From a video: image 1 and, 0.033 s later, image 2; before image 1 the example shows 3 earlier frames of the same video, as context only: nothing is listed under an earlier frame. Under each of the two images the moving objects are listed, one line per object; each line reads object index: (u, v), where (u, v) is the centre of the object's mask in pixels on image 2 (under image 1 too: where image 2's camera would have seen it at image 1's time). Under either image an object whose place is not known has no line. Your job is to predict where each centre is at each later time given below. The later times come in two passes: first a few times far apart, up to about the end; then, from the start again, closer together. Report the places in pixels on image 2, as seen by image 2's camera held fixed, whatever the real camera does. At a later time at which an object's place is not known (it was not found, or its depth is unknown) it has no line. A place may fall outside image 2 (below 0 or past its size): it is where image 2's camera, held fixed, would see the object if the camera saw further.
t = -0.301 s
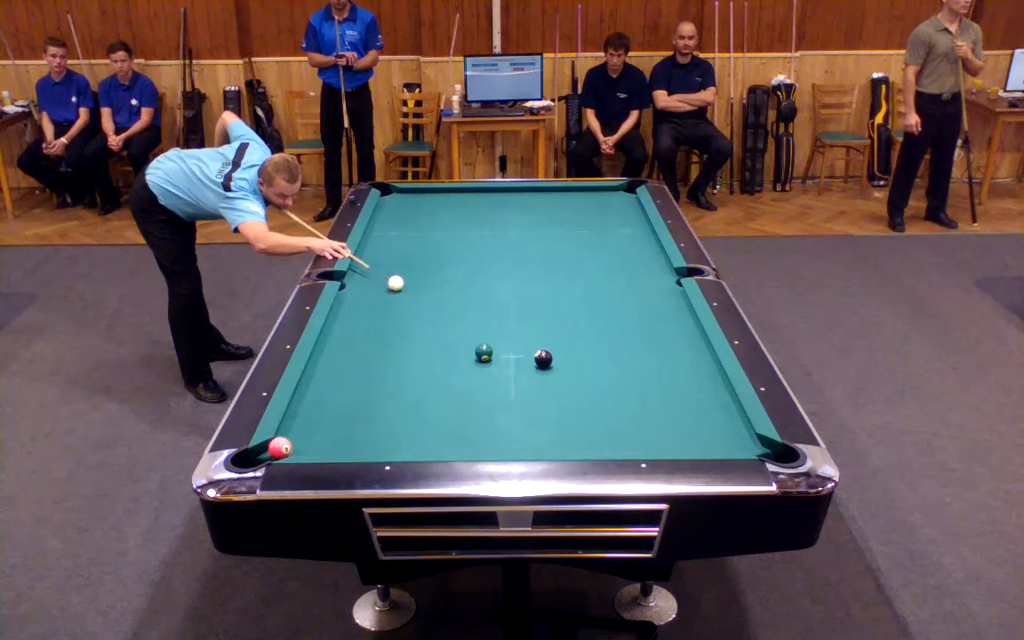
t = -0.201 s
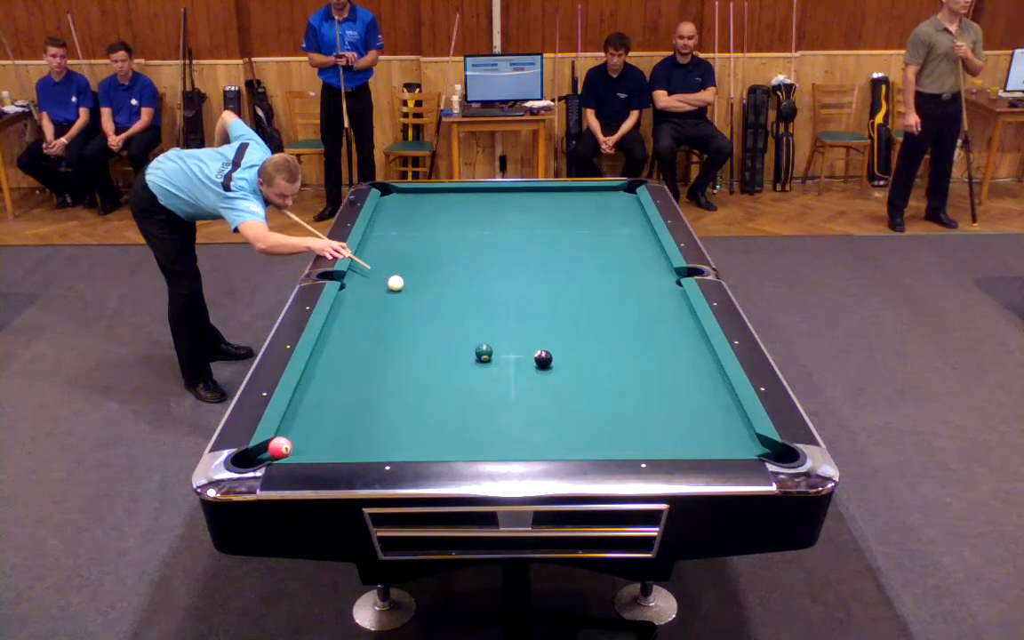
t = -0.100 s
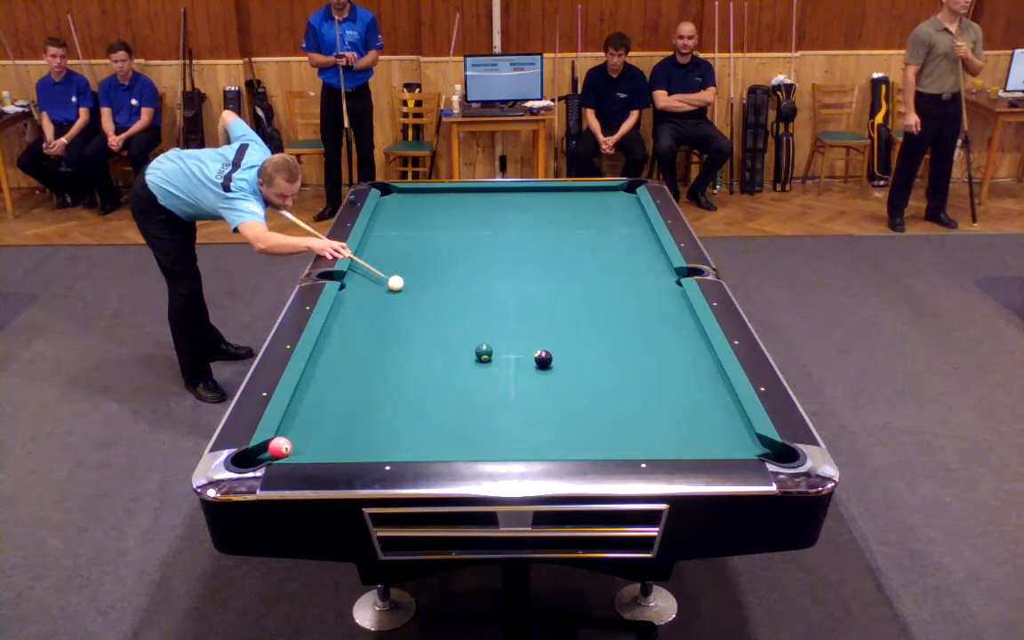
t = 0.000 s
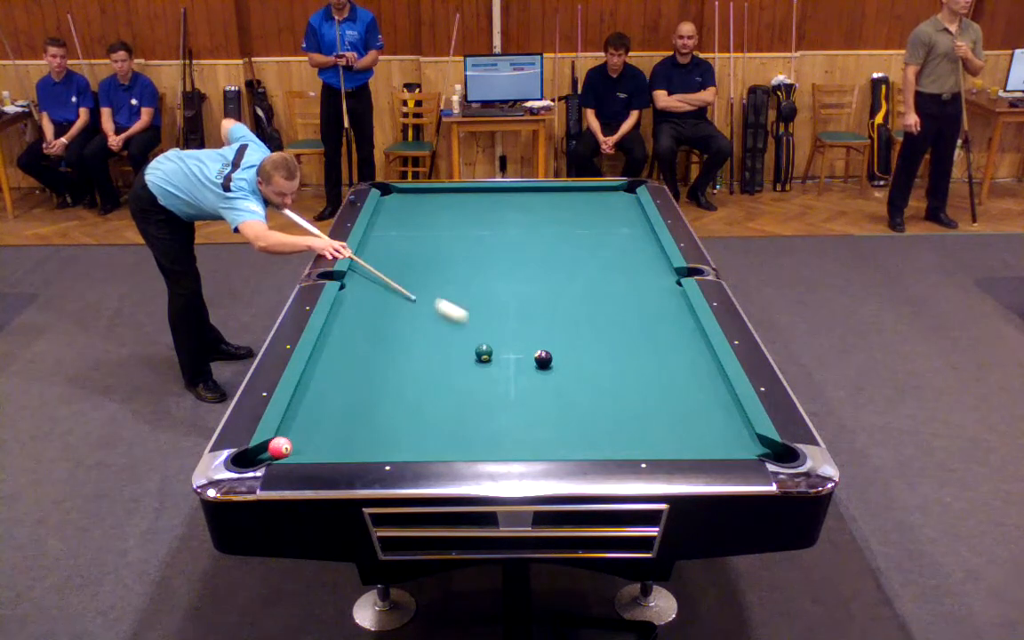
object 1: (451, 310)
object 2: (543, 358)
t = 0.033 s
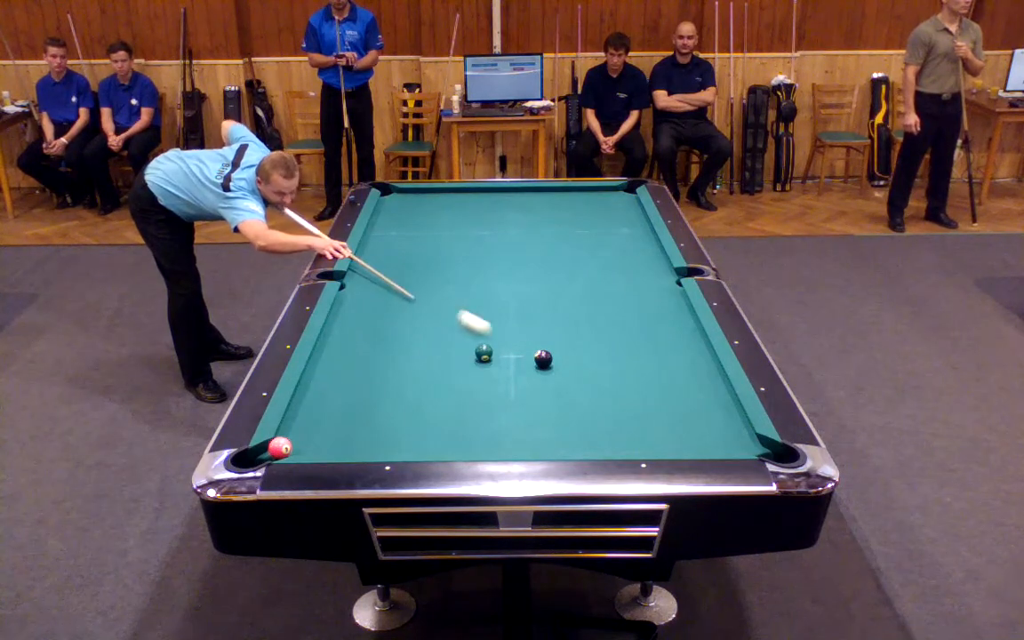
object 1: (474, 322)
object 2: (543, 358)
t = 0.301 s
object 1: (528, 360)
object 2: (720, 439)
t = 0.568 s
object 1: (526, 370)
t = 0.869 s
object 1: (525, 380)
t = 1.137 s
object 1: (524, 389)
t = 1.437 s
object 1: (523, 398)
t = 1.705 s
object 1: (522, 405)
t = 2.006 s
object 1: (521, 411)
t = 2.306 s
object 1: (521, 417)
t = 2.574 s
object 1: (522, 420)
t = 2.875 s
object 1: (522, 422)
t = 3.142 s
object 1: (522, 423)
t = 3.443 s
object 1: (523, 424)
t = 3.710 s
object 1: (523, 424)
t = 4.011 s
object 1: (523, 424)
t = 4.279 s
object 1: (523, 424)
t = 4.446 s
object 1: (523, 424)
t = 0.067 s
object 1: (498, 334)
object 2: (543, 358)
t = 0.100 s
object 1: (521, 347)
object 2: (543, 359)
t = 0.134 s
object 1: (529, 354)
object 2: (563, 367)
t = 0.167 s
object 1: (529, 355)
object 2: (592, 381)
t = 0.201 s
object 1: (529, 356)
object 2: (621, 393)
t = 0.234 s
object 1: (528, 358)
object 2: (654, 407)
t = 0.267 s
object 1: (528, 359)
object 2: (686, 422)
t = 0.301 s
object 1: (528, 360)
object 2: (720, 439)
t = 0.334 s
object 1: (527, 361)
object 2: (758, 449)
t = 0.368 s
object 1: (527, 363)
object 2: (782, 460)
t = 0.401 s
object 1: (527, 364)
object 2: (785, 459)
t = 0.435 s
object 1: (527, 365)
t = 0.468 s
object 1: (527, 366)
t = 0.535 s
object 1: (527, 369)
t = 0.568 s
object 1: (526, 370)
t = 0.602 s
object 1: (526, 371)
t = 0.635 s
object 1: (526, 372)
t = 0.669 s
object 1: (526, 374)
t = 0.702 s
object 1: (526, 375)
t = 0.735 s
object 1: (526, 376)
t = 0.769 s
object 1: (525, 377)
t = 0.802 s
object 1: (525, 378)
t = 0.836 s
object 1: (525, 380)
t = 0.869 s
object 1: (525, 380)
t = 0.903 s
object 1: (525, 382)
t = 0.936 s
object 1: (524, 383)
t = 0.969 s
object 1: (524, 384)
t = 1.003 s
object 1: (524, 385)
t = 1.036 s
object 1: (524, 386)
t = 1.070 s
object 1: (524, 387)
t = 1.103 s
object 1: (524, 388)
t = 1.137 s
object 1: (524, 389)
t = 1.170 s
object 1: (524, 390)
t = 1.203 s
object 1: (524, 391)
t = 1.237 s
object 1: (523, 392)
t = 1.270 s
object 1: (523, 393)
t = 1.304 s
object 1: (523, 394)
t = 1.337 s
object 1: (523, 395)
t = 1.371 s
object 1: (523, 396)
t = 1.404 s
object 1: (523, 397)
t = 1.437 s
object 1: (523, 398)
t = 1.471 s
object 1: (523, 399)
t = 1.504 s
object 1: (523, 400)
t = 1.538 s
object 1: (522, 401)
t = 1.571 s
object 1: (522, 402)
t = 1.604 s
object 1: (522, 402)
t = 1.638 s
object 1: (522, 403)
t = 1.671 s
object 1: (522, 404)
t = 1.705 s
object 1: (522, 405)
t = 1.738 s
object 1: (522, 406)
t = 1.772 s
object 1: (521, 406)
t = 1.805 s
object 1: (522, 407)
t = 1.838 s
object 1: (521, 408)
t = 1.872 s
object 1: (521, 409)
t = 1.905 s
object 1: (521, 409)
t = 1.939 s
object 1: (521, 410)
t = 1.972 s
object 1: (521, 411)
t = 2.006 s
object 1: (521, 411)
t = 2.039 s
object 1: (521, 412)
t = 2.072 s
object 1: (521, 413)
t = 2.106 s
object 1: (521, 413)
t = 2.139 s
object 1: (521, 414)
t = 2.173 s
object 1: (521, 414)
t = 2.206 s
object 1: (521, 415)
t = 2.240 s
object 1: (521, 415)
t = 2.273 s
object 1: (521, 416)
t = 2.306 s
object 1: (521, 417)
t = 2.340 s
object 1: (521, 417)
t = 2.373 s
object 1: (522, 417)
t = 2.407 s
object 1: (522, 418)
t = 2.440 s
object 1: (522, 418)
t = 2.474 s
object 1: (522, 419)
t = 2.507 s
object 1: (522, 419)
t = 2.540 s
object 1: (522, 419)
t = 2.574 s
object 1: (522, 420)
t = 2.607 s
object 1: (522, 420)
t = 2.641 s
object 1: (522, 420)
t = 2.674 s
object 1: (522, 421)
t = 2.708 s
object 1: (522, 421)
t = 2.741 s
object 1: (522, 421)
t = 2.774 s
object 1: (522, 421)
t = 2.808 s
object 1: (522, 421)
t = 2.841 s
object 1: (522, 422)
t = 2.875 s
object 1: (522, 422)
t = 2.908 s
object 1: (522, 422)
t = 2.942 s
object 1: (522, 423)
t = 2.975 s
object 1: (522, 423)
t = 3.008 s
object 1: (522, 423)
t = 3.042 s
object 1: (522, 423)
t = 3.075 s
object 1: (522, 423)
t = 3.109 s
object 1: (522, 423)
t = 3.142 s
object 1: (522, 423)
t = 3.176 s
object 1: (522, 423)
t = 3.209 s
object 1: (522, 423)
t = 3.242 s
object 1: (523, 424)
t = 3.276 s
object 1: (523, 424)
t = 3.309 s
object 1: (523, 424)
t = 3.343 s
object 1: (523, 424)
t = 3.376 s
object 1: (523, 424)
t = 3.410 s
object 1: (523, 424)
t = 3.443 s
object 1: (523, 424)
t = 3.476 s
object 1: (523, 424)
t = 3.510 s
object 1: (523, 424)
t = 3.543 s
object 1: (523, 424)
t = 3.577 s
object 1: (523, 424)
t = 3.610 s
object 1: (523, 424)
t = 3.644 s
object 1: (523, 424)
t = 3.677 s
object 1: (523, 424)
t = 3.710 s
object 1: (523, 424)
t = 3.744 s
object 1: (523, 424)
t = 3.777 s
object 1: (523, 424)
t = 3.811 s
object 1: (523, 424)
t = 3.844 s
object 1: (523, 424)
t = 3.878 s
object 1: (523, 424)
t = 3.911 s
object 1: (523, 424)
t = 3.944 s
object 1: (523, 424)
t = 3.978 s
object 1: (523, 424)
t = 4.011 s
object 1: (523, 424)
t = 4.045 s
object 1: (523, 424)
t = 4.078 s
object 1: (523, 424)
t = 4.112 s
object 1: (523, 424)
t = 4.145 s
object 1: (523, 424)
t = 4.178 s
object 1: (523, 424)
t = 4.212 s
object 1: (523, 424)
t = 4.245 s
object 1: (523, 424)
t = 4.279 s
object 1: (523, 424)
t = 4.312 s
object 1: (523, 424)
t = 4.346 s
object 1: (523, 424)
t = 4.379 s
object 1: (523, 424)
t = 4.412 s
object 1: (523, 424)
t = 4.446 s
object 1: (523, 424)
